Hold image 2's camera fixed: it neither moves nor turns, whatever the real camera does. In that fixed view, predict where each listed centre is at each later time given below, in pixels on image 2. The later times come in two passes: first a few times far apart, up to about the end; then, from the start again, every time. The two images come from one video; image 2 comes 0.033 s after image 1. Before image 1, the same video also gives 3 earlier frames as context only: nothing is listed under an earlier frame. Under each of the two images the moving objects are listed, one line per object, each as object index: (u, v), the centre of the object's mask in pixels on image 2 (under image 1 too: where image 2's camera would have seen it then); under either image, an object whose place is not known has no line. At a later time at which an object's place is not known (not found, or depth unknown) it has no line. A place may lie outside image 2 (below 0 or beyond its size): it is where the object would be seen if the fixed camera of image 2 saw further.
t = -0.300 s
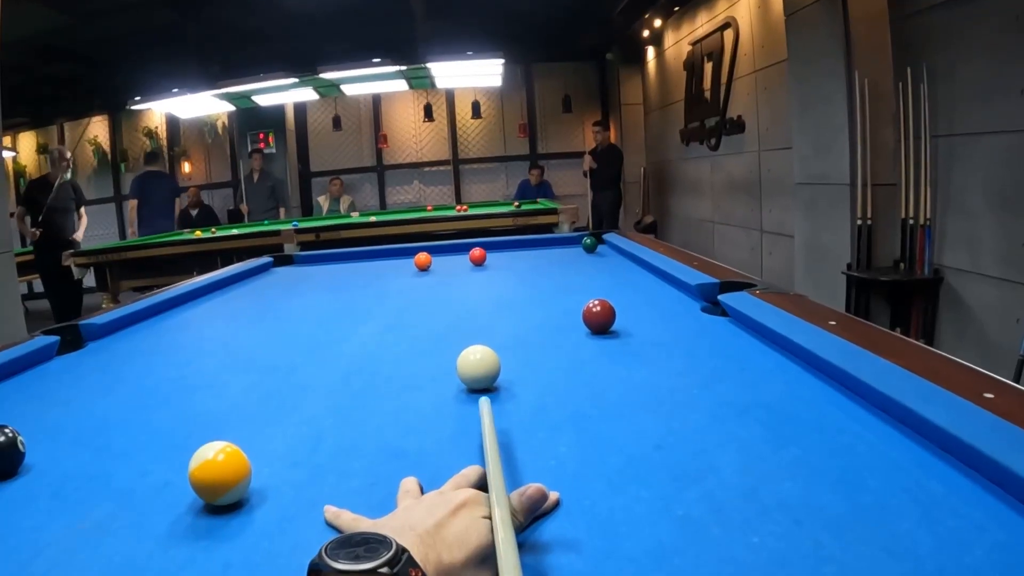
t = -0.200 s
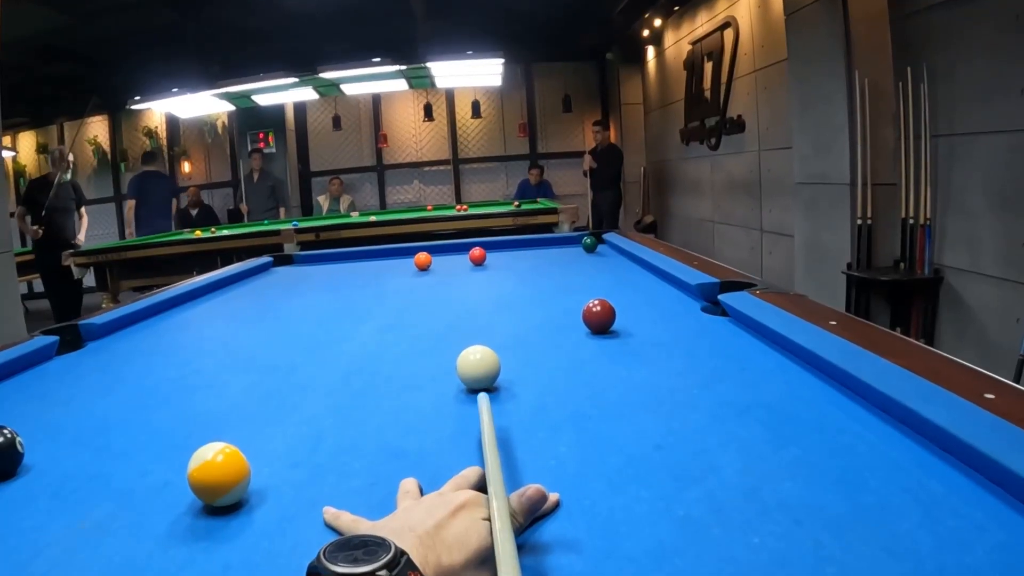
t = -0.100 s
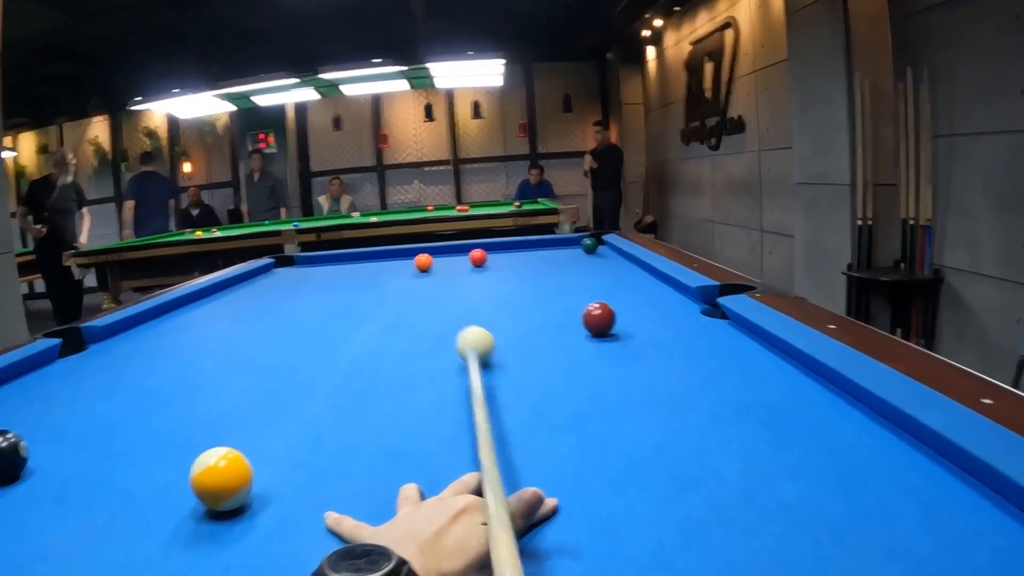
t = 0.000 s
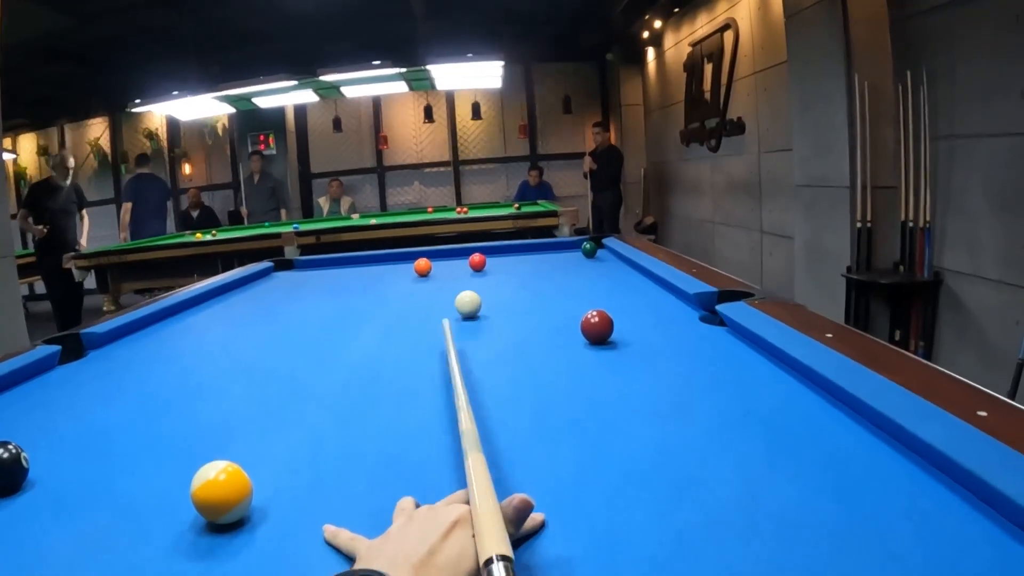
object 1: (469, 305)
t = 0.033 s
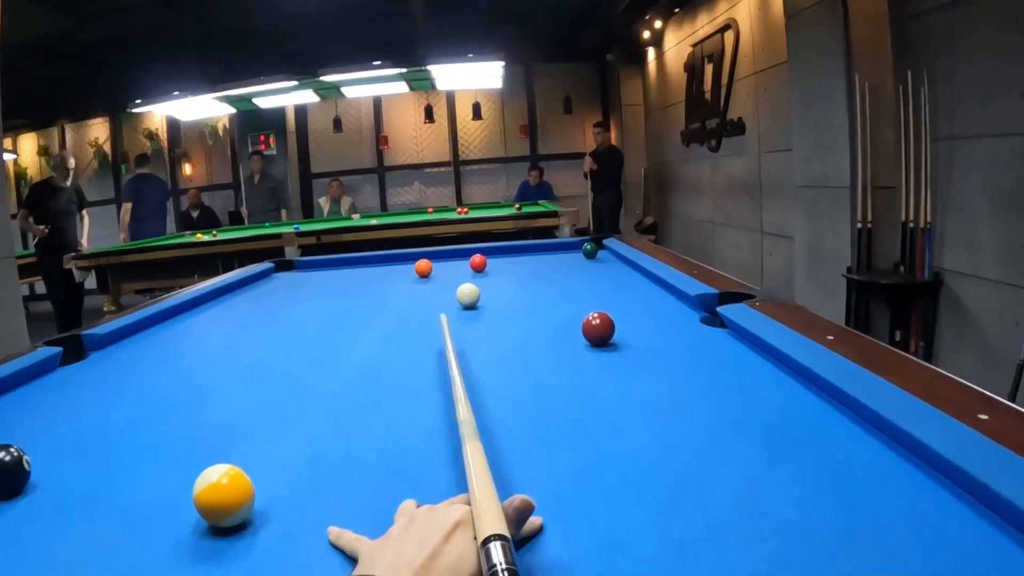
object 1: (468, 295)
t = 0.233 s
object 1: (444, 265)
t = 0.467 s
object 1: (374, 260)
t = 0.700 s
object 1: (299, 275)
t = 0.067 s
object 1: (467, 287)
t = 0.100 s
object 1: (467, 280)
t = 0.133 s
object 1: (466, 274)
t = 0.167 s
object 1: (465, 269)
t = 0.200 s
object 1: (459, 266)
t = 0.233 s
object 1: (444, 265)
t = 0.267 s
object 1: (433, 262)
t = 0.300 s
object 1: (419, 260)
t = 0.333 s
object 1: (409, 261)
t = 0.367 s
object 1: (400, 260)
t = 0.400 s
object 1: (392, 259)
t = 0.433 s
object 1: (384, 259)
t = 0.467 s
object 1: (374, 260)
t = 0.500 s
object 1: (363, 263)
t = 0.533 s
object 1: (353, 265)
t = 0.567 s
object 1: (343, 267)
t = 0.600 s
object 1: (332, 269)
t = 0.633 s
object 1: (321, 271)
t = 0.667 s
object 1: (310, 273)
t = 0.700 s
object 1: (299, 275)
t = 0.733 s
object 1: (287, 278)
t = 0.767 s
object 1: (276, 280)
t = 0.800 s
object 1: (264, 283)
